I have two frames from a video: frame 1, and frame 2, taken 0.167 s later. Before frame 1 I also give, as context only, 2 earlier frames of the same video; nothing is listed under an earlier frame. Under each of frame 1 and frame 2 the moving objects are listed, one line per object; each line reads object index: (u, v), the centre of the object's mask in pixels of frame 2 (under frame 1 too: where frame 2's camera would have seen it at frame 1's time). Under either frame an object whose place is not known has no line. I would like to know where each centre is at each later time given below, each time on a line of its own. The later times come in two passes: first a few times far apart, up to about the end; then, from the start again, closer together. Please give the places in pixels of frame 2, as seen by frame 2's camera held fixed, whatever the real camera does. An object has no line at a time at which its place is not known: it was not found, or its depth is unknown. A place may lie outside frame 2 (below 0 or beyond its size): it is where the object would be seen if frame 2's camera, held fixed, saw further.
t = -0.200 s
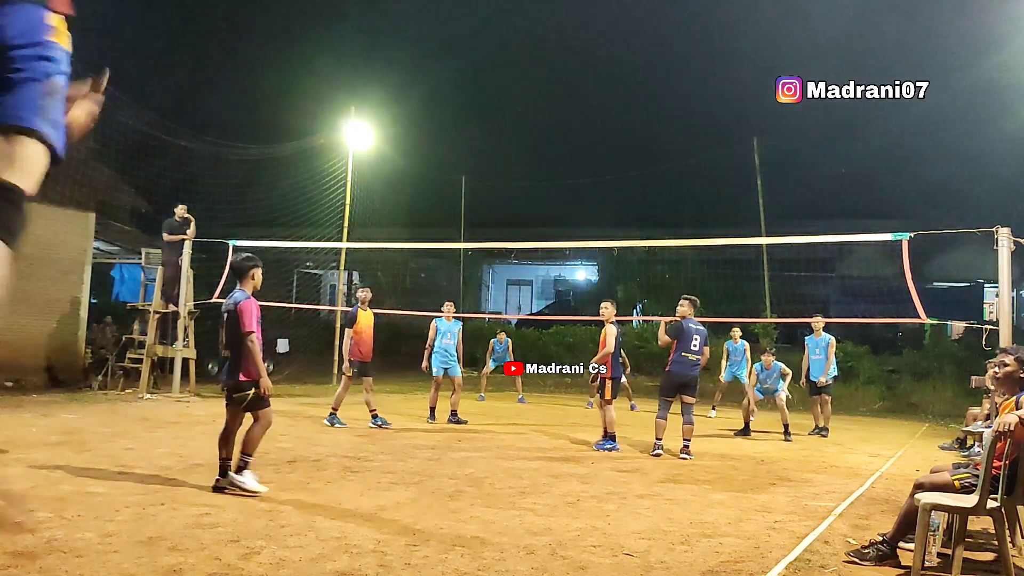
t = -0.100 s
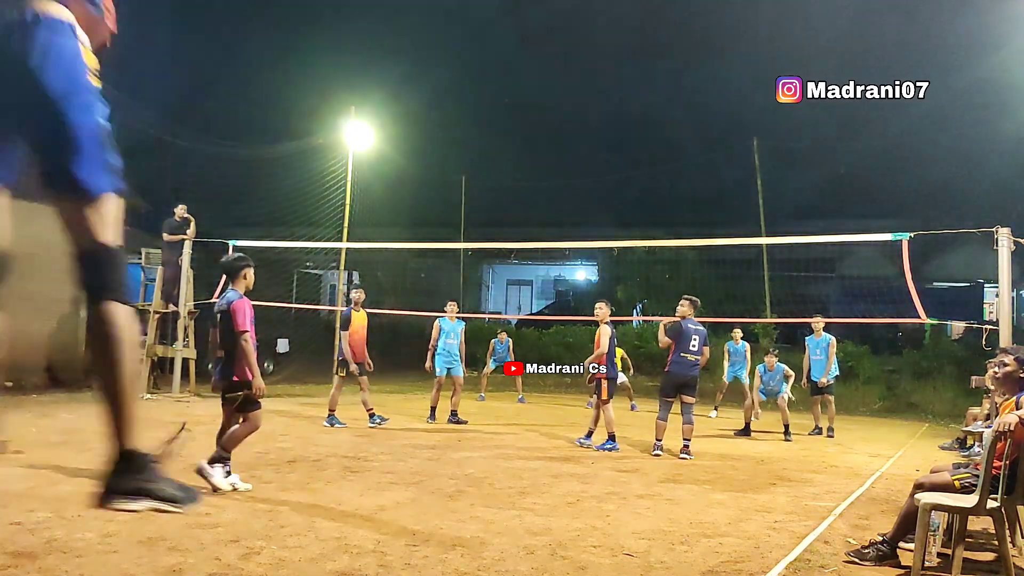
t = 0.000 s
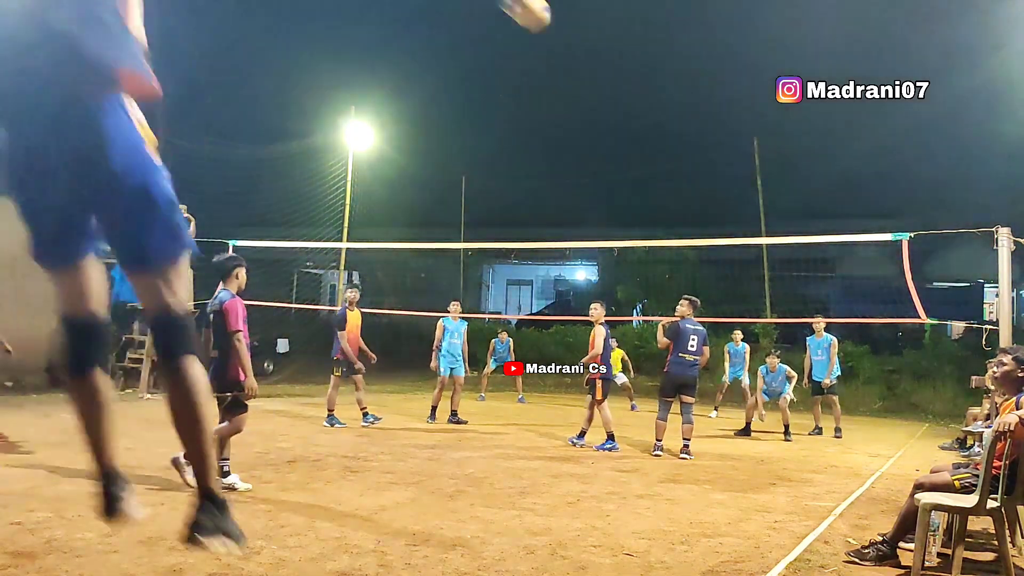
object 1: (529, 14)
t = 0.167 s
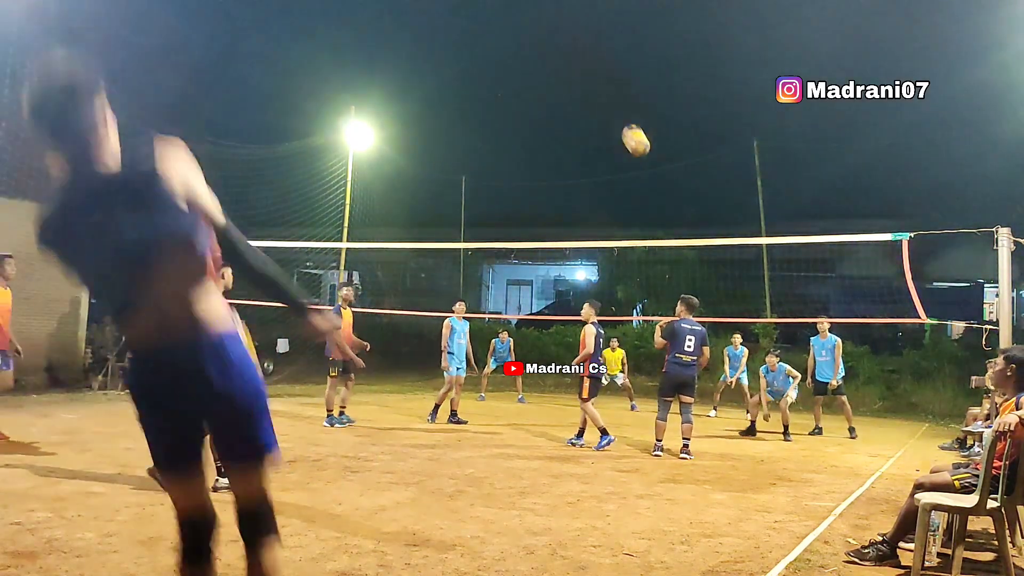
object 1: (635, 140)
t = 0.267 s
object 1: (664, 197)
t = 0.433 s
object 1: (687, 273)
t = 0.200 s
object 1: (647, 160)
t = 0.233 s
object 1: (657, 179)
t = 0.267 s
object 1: (664, 197)
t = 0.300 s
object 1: (670, 212)
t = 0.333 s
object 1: (675, 228)
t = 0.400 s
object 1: (683, 259)
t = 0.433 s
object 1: (687, 273)
